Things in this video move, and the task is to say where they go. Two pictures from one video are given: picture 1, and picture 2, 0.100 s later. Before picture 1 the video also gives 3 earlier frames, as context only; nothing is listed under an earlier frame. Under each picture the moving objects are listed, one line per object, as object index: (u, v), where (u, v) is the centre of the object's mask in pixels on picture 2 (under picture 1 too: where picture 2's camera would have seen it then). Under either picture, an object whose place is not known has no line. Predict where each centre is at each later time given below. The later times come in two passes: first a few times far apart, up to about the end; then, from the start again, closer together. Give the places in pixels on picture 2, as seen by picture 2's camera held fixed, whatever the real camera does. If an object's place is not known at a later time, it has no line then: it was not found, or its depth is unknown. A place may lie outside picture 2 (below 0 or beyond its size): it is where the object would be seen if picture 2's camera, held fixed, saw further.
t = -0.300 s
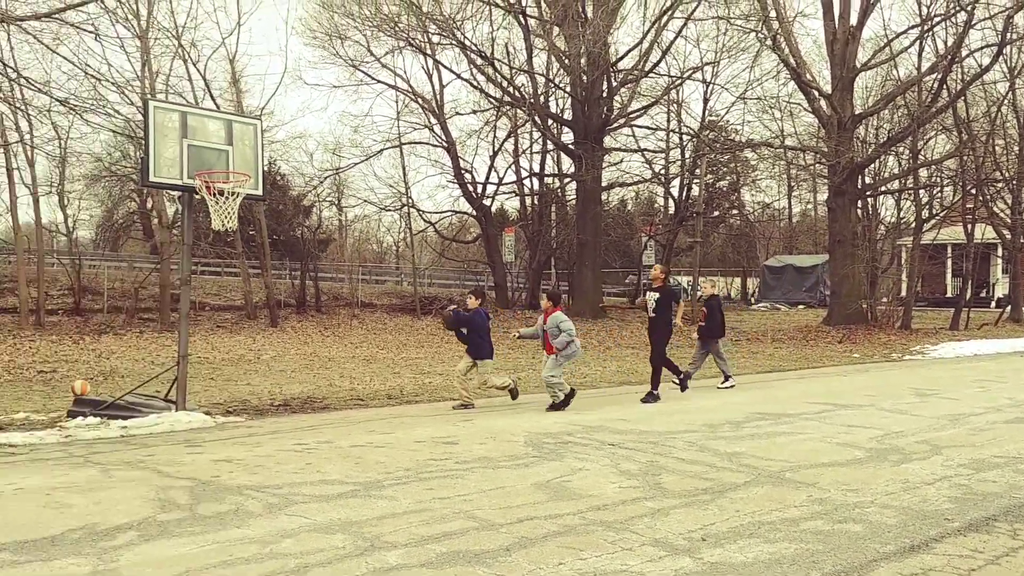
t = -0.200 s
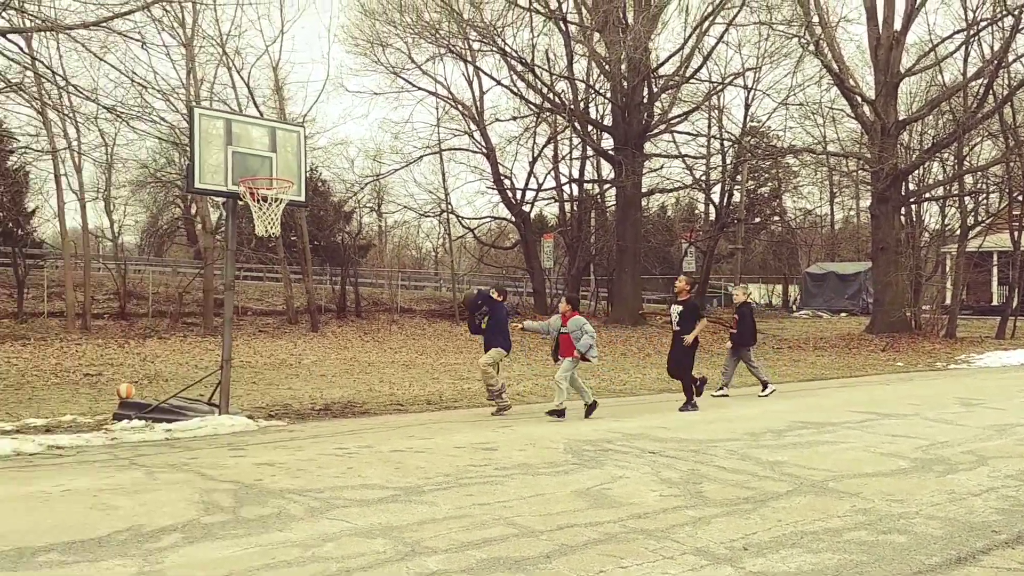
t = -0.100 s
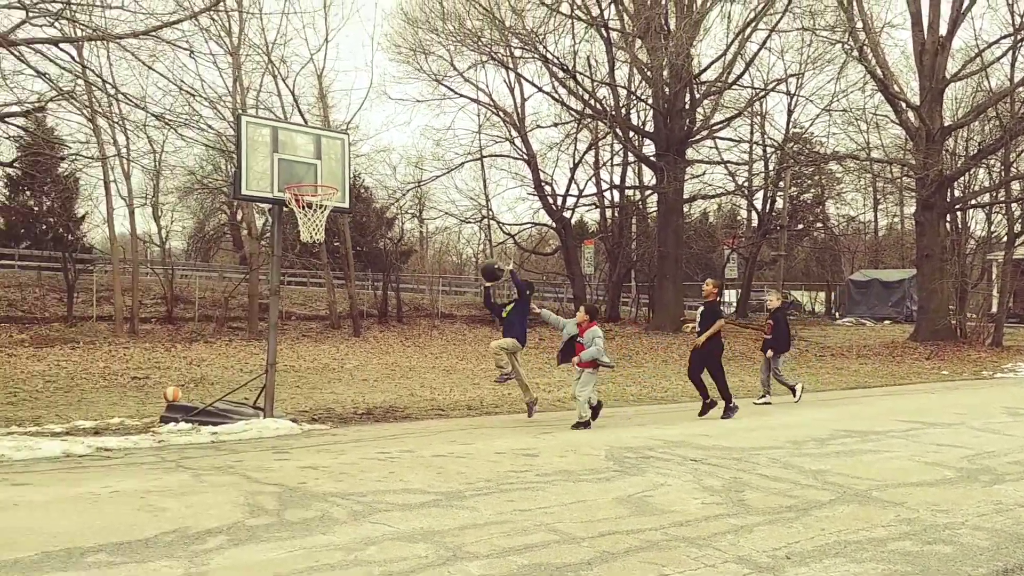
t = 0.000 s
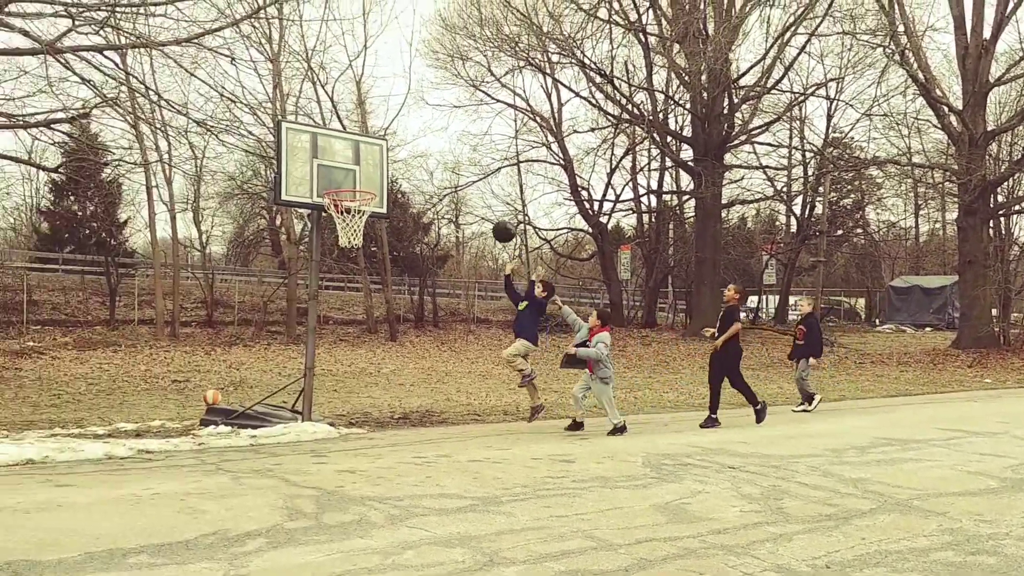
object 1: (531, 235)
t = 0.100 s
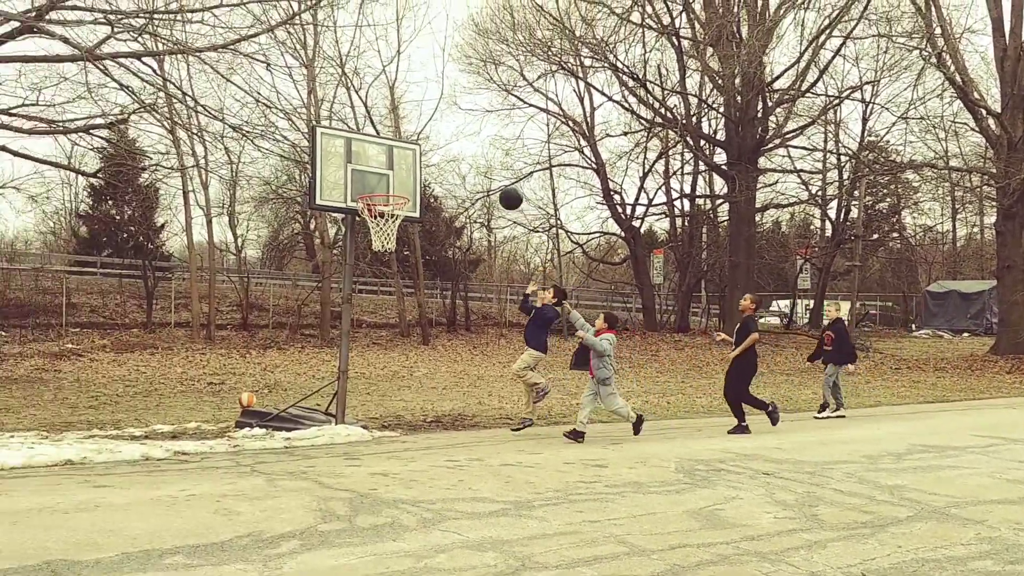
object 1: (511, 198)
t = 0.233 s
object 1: (480, 163)
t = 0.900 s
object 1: (282, 260)
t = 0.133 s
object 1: (503, 188)
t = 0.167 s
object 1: (495, 178)
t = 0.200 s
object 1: (488, 170)
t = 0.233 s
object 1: (480, 163)
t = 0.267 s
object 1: (472, 156)
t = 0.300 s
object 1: (463, 150)
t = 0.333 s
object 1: (454, 146)
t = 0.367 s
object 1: (445, 144)
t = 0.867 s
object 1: (292, 245)
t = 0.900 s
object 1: (282, 260)
